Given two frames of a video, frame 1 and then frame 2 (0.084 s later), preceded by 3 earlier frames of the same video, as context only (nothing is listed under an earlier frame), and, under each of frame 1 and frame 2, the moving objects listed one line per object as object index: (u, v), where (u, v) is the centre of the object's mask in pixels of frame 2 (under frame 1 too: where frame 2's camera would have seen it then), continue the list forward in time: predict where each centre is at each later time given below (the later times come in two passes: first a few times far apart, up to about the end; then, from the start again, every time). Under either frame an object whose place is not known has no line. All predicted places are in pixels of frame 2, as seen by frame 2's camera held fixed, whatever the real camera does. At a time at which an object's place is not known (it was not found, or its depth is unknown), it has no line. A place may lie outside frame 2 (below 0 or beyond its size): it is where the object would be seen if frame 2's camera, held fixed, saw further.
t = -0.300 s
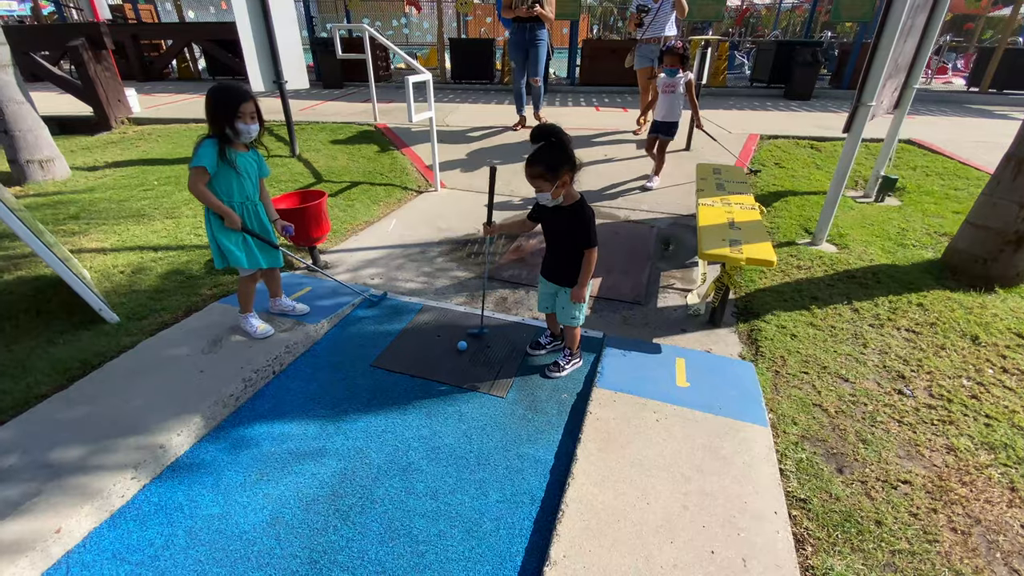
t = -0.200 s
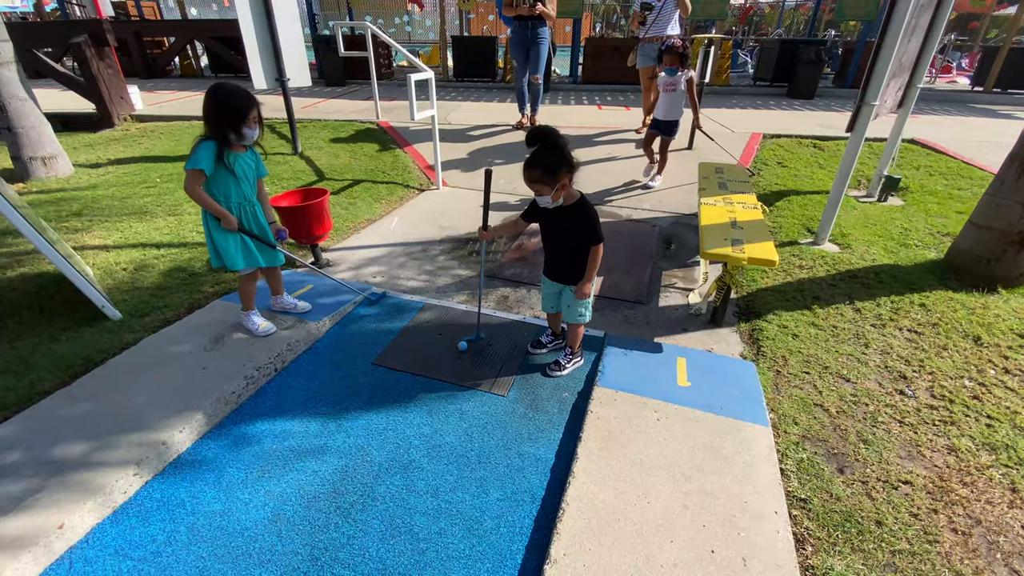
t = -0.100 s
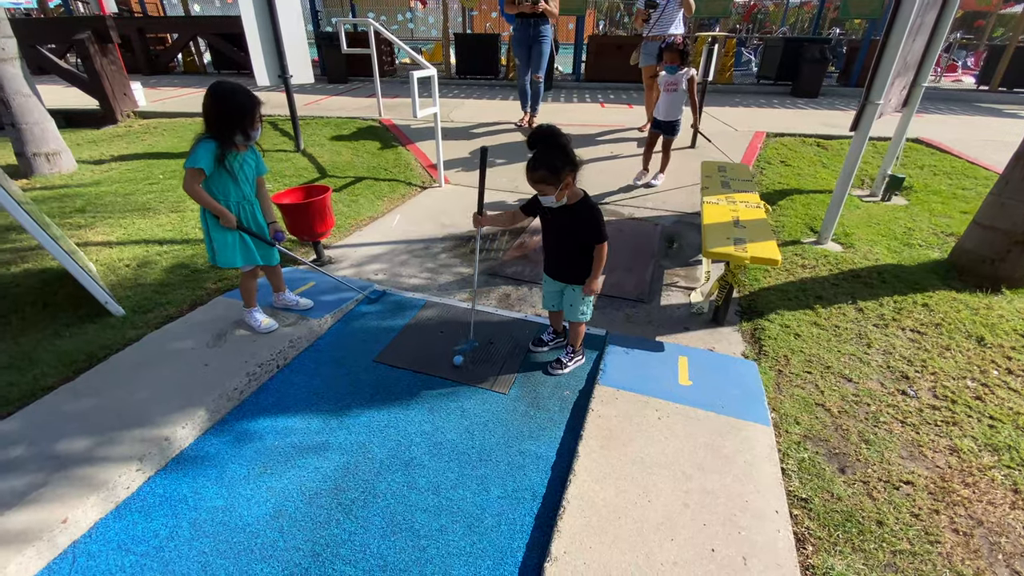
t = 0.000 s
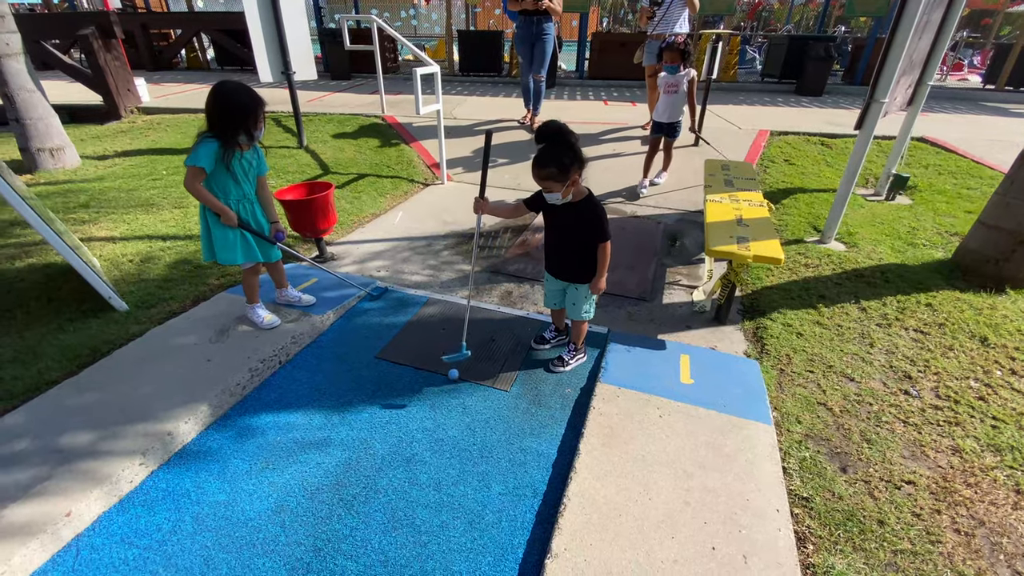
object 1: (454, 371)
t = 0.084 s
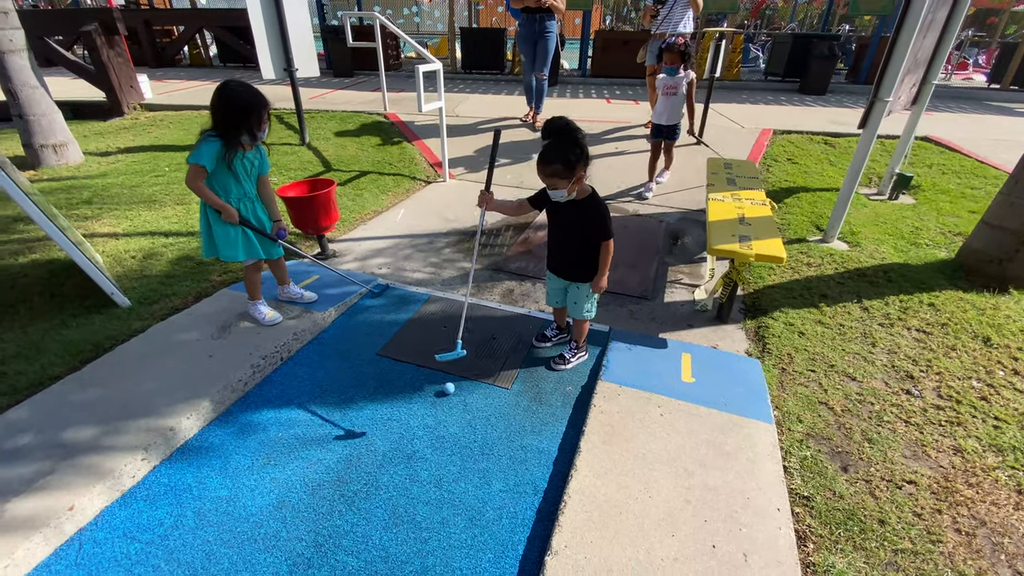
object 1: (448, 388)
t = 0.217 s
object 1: (439, 415)
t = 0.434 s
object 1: (420, 467)
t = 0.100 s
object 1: (447, 391)
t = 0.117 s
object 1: (446, 394)
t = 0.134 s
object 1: (445, 398)
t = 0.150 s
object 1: (444, 401)
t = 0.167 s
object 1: (443, 405)
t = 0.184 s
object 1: (441, 408)
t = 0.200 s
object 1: (440, 412)
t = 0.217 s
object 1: (439, 415)
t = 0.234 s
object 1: (438, 419)
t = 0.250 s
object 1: (436, 423)
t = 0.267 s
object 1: (435, 427)
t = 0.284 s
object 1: (434, 430)
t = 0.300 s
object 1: (432, 434)
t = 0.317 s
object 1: (431, 438)
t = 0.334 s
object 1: (429, 442)
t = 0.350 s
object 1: (428, 446)
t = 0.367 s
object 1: (426, 450)
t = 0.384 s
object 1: (425, 454)
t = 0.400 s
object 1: (423, 458)
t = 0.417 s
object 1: (422, 463)
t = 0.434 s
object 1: (420, 467)
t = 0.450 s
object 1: (419, 471)
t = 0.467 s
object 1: (418, 476)
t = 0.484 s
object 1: (416, 480)
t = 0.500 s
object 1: (414, 485)
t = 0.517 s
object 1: (413, 490)
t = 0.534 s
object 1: (411, 494)
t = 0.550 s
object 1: (410, 499)
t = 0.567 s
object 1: (408, 504)
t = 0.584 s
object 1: (406, 508)
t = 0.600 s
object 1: (404, 513)
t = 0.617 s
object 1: (403, 518)
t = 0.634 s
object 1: (401, 523)
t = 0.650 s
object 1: (400, 528)
